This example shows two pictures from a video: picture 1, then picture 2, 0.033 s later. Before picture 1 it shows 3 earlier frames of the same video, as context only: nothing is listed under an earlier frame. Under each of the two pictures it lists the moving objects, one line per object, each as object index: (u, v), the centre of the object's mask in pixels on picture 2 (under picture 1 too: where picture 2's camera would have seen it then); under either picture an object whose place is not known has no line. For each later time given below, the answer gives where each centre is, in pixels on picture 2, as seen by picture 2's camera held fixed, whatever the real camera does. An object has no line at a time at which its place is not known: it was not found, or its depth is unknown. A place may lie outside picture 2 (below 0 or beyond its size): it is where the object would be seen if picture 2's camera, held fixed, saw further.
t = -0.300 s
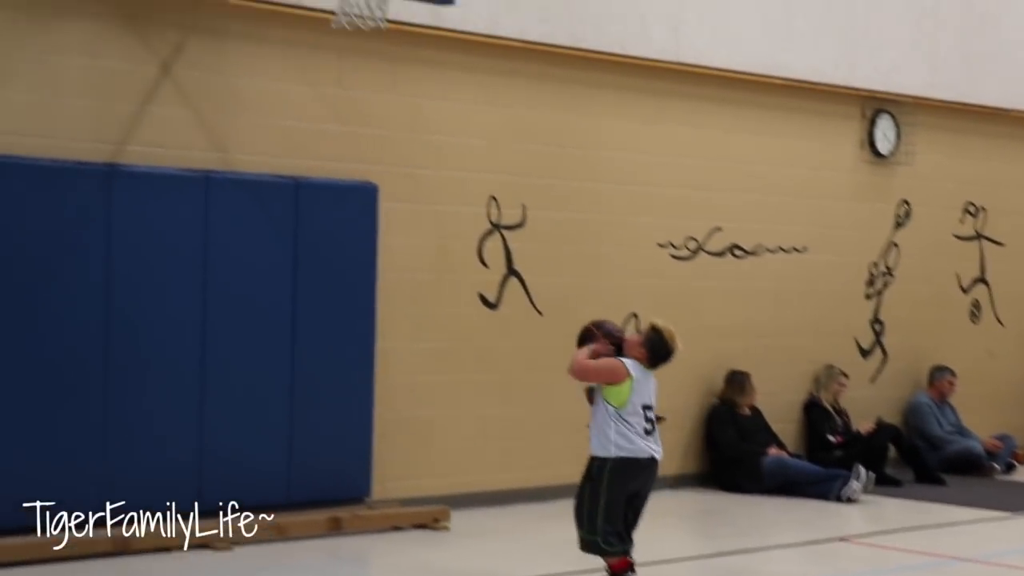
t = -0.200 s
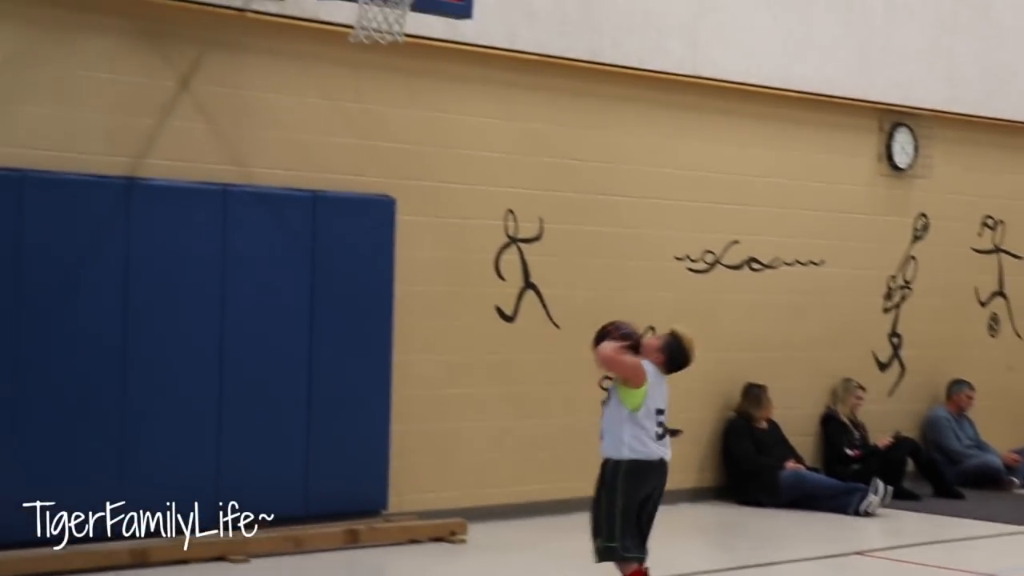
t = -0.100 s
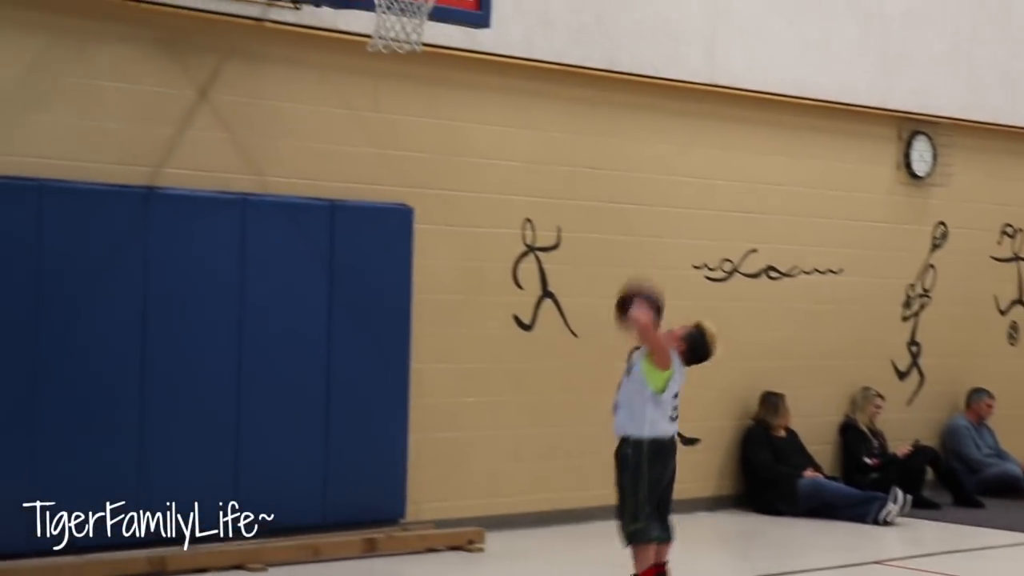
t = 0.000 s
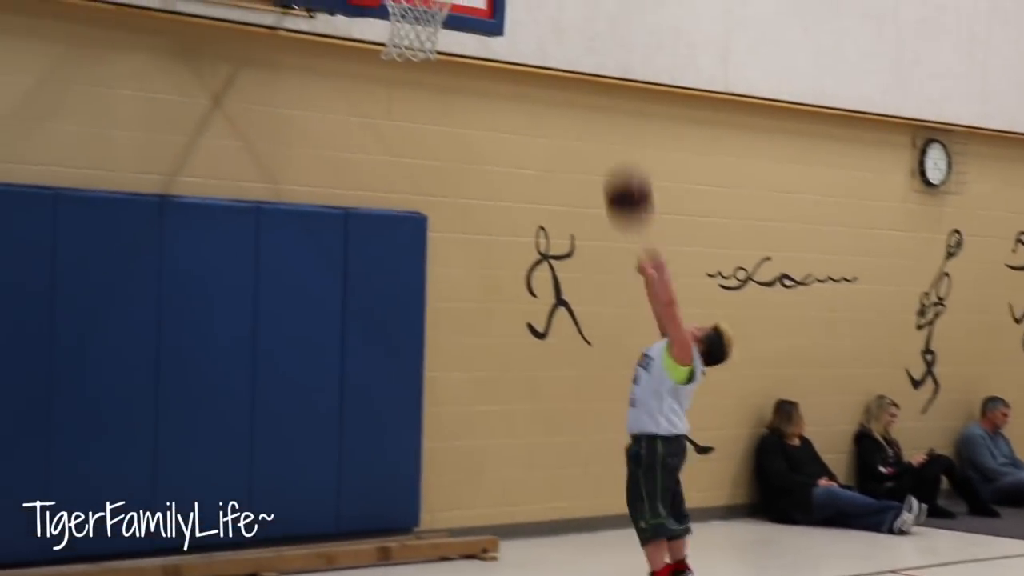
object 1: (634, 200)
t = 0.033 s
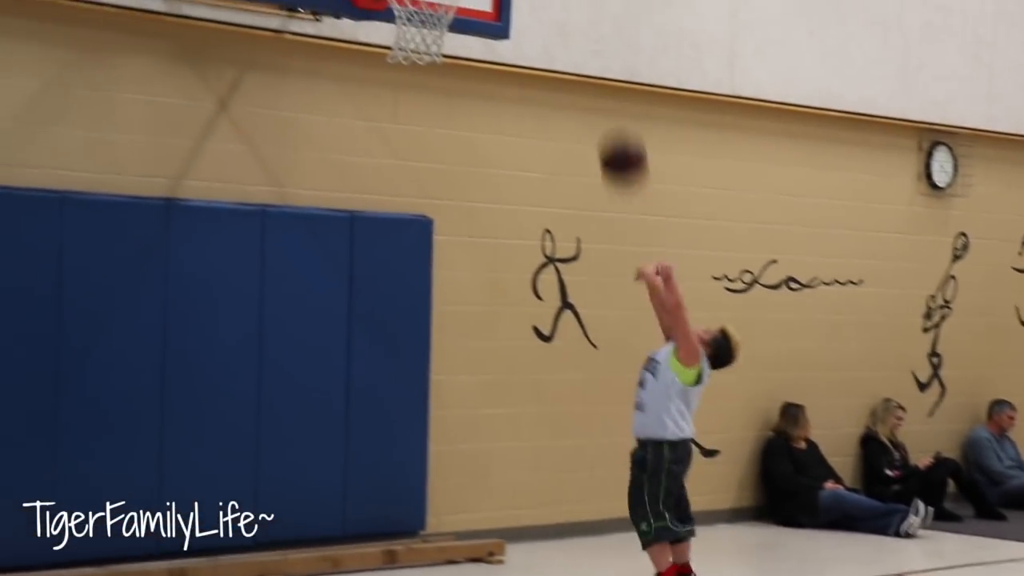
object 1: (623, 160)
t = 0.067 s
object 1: (612, 122)
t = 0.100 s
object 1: (601, 88)
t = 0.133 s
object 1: (590, 50)
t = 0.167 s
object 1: (579, 21)
